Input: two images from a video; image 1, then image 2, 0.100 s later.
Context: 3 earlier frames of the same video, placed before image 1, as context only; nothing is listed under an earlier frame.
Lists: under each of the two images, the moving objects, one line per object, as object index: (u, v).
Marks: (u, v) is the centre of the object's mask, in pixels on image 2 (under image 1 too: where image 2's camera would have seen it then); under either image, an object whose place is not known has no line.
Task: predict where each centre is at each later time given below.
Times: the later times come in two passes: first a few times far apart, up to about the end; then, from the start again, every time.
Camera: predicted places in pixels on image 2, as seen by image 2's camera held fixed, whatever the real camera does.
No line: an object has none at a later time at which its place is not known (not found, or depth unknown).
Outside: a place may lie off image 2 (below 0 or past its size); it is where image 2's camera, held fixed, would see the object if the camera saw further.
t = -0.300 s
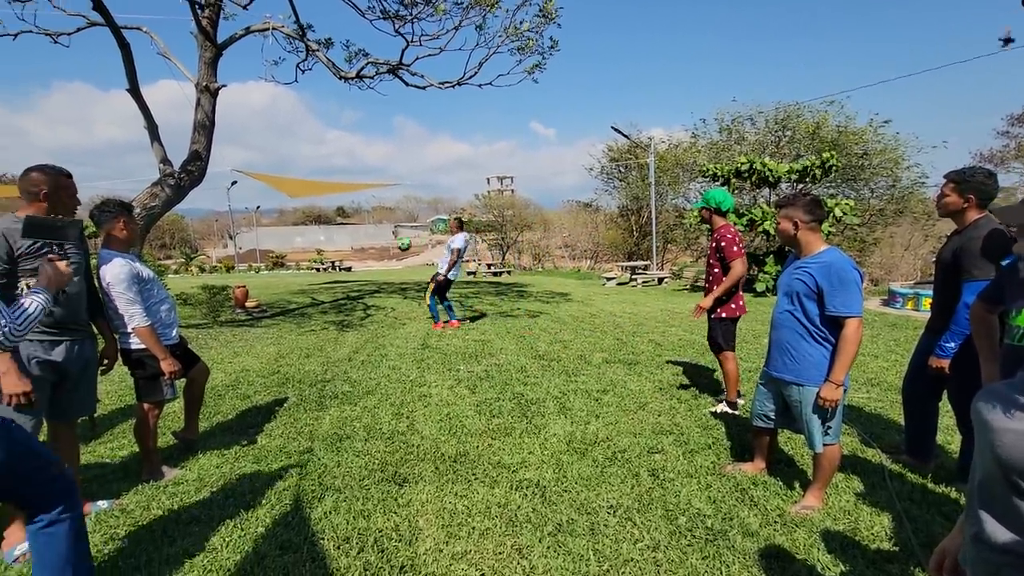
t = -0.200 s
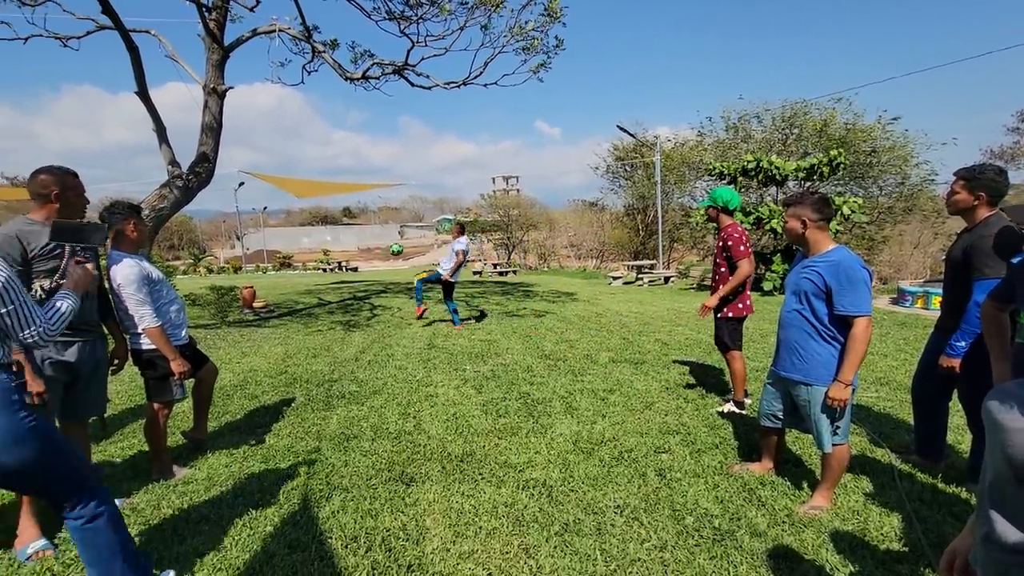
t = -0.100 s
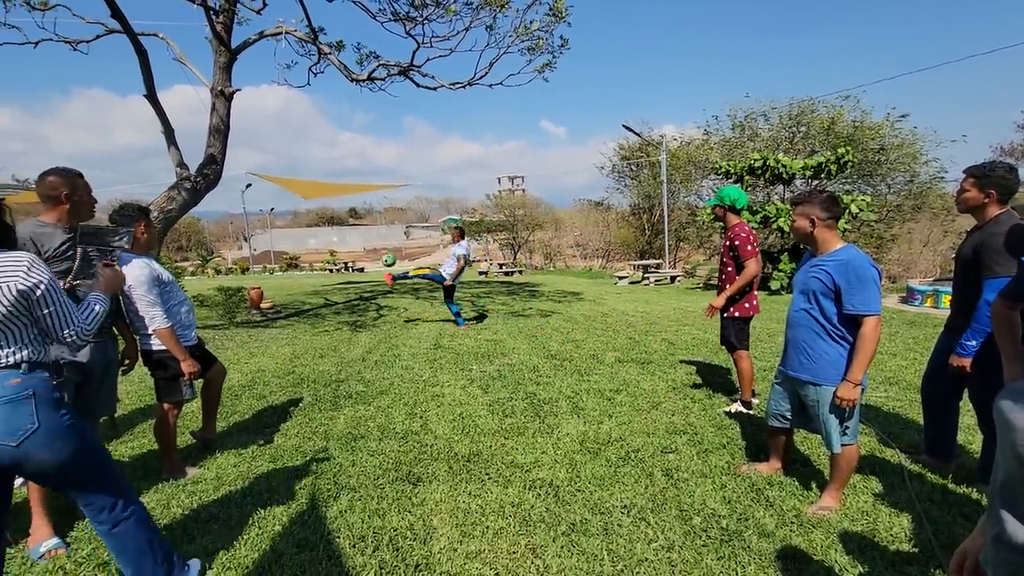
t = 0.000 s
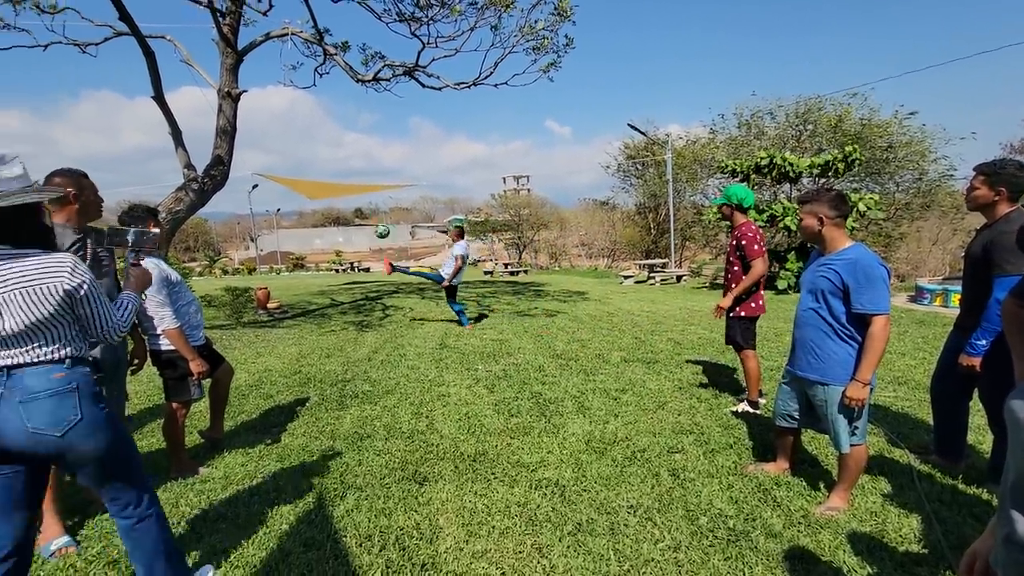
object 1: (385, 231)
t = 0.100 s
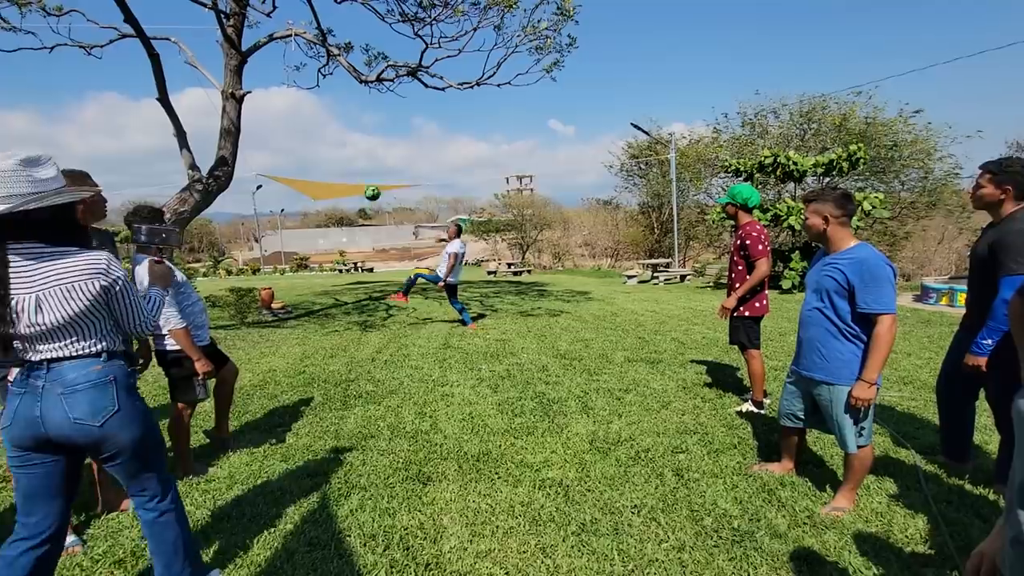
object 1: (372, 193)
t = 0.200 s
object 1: (356, 157)
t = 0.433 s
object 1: (313, 91)
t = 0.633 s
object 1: (267, 65)
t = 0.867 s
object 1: (199, 96)
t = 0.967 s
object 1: (162, 139)
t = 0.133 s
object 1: (366, 181)
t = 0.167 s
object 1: (362, 169)
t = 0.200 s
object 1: (356, 157)
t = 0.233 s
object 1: (350, 146)
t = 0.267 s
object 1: (345, 136)
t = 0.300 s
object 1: (339, 126)
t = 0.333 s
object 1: (333, 116)
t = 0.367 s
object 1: (327, 107)
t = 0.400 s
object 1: (320, 99)
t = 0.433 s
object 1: (313, 91)
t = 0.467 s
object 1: (306, 85)
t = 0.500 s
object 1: (298, 78)
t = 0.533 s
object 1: (291, 74)
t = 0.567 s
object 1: (284, 70)
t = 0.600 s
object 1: (276, 67)
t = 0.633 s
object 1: (267, 65)
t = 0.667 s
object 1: (259, 64)
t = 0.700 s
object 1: (249, 65)
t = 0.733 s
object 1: (240, 68)
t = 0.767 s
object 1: (230, 72)
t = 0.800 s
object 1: (220, 78)
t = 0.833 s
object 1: (210, 86)
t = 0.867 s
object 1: (199, 96)
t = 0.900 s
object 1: (188, 107)
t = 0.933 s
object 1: (176, 122)
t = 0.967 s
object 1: (162, 139)
